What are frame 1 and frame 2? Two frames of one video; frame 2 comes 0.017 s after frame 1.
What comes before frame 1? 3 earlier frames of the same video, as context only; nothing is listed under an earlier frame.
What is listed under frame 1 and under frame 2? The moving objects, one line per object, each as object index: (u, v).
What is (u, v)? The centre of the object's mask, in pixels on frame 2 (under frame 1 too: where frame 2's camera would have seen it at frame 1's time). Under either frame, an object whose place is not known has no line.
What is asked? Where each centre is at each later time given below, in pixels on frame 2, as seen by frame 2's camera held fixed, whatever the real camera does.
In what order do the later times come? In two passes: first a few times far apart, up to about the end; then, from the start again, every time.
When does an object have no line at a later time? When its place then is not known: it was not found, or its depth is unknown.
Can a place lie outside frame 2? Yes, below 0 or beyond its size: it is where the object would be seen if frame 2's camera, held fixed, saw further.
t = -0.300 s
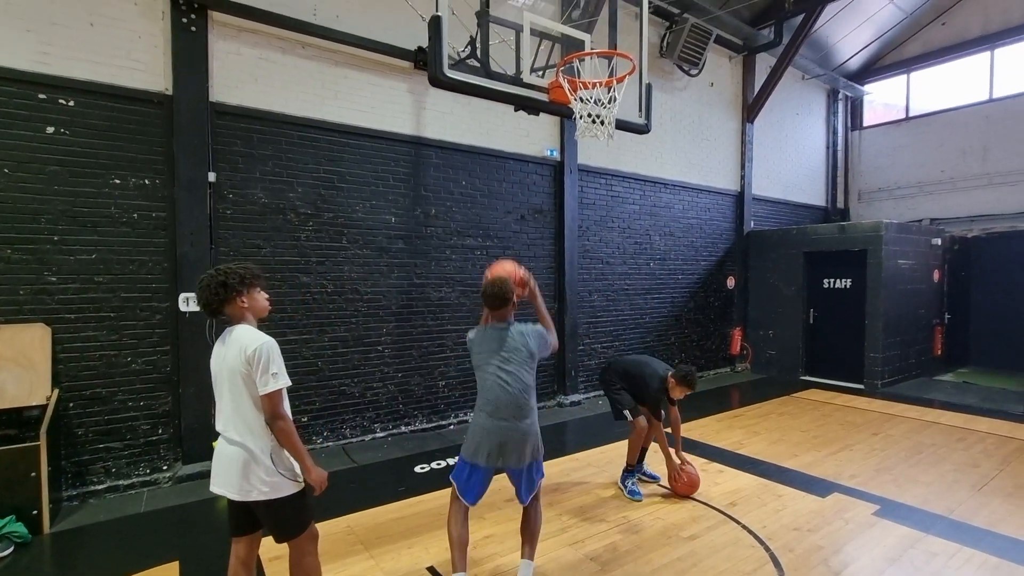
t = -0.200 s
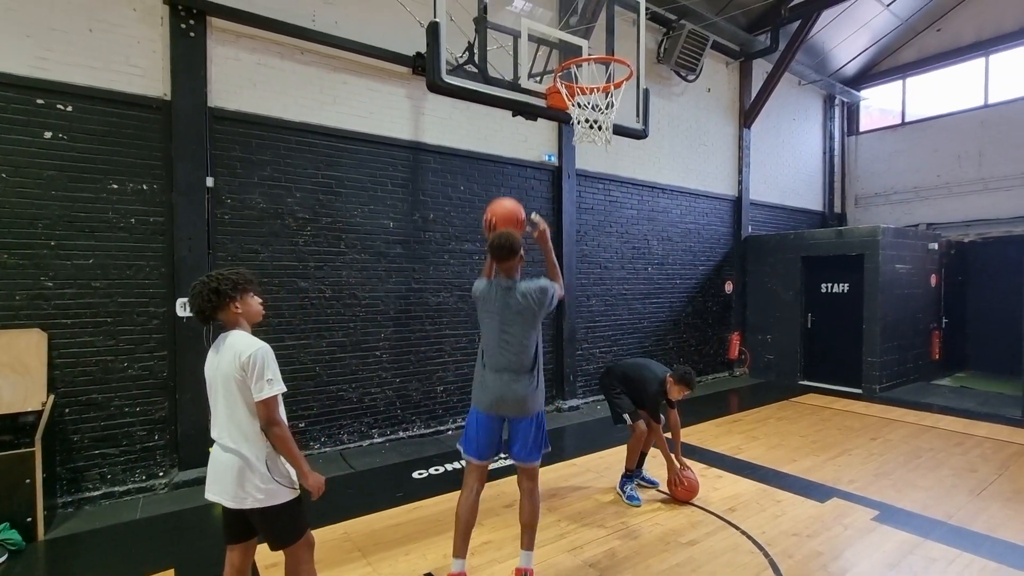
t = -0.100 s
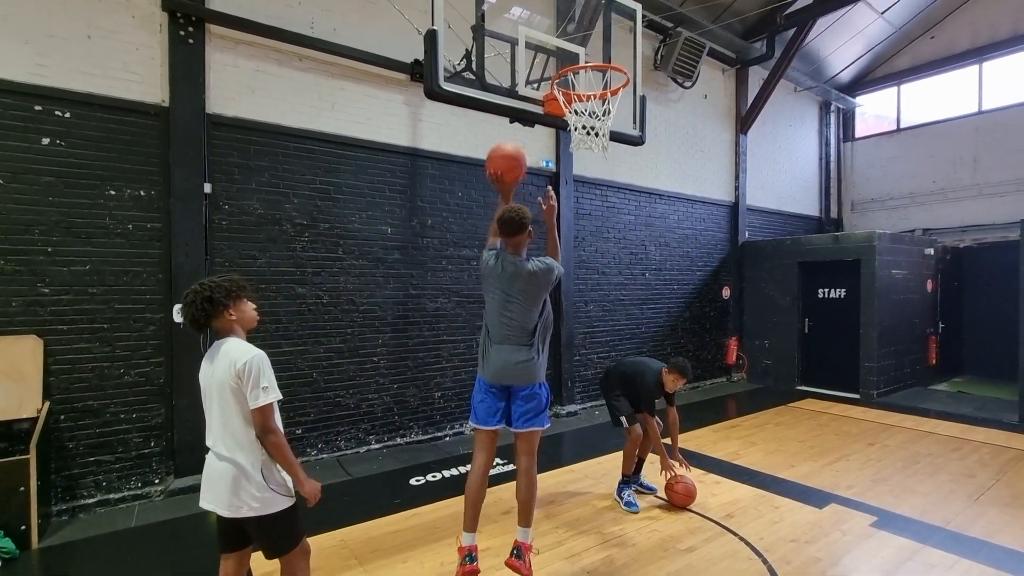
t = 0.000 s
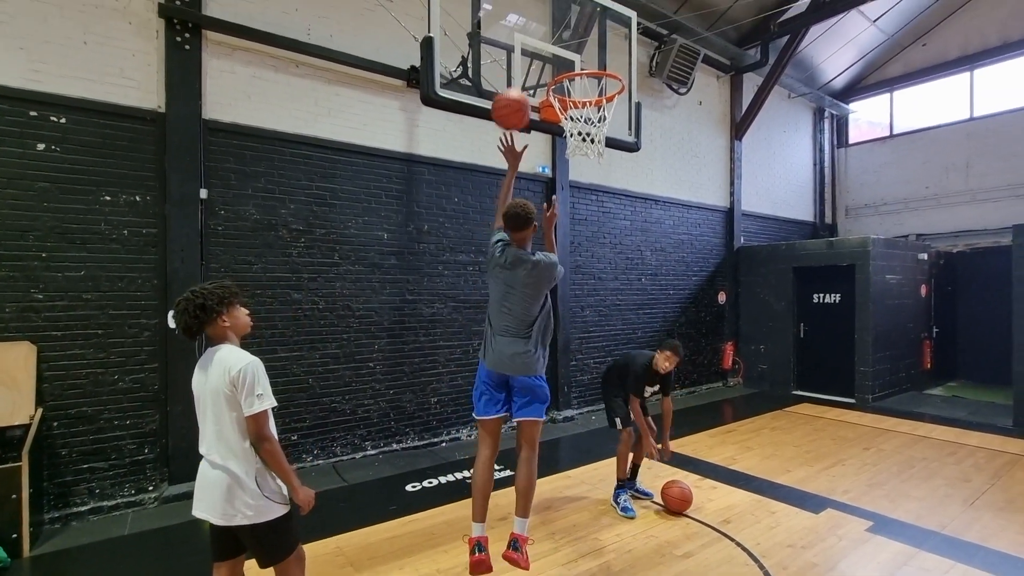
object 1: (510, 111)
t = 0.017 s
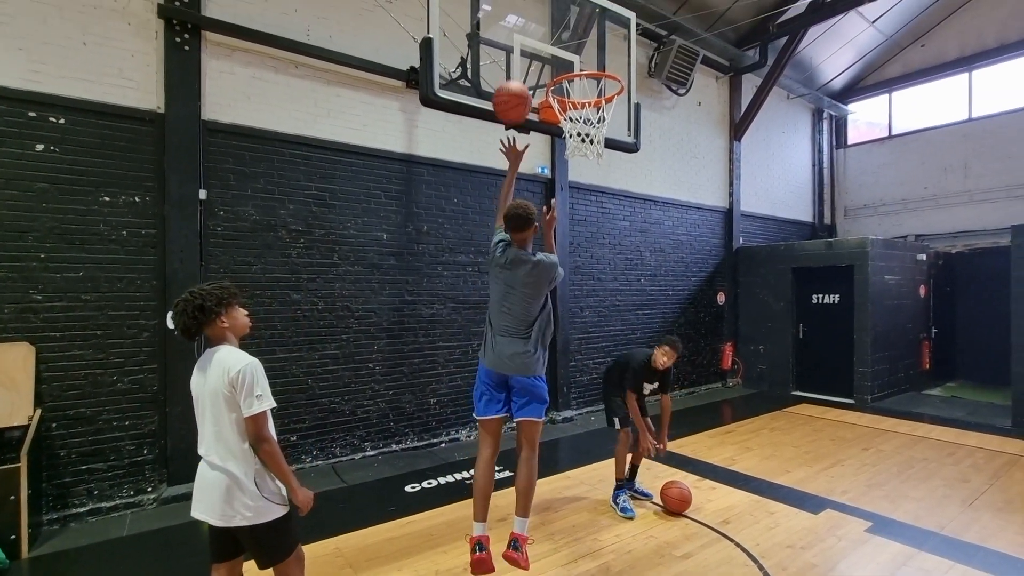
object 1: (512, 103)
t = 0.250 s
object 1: (539, 41)
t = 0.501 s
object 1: (577, 78)
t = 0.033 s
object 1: (514, 94)
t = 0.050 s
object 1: (515, 87)
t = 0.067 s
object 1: (517, 79)
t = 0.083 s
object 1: (519, 73)
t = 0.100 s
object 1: (520, 67)
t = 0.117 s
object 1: (522, 62)
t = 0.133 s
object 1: (524, 57)
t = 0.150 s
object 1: (525, 53)
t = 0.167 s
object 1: (526, 49)
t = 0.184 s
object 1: (529, 46)
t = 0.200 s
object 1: (532, 45)
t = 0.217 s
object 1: (534, 43)
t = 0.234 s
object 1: (537, 42)
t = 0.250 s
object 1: (539, 41)
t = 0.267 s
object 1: (542, 40)
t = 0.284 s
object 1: (544, 41)
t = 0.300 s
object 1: (546, 41)
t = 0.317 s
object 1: (549, 42)
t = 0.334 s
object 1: (551, 43)
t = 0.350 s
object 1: (554, 44)
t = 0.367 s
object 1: (557, 46)
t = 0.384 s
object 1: (559, 49)
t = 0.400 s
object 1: (562, 52)
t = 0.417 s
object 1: (564, 55)
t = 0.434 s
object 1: (566, 57)
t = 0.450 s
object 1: (568, 59)
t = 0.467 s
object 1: (571, 65)
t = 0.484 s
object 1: (574, 71)
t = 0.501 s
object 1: (577, 78)
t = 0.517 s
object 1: (579, 85)
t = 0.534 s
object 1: (580, 92)
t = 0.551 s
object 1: (583, 97)
